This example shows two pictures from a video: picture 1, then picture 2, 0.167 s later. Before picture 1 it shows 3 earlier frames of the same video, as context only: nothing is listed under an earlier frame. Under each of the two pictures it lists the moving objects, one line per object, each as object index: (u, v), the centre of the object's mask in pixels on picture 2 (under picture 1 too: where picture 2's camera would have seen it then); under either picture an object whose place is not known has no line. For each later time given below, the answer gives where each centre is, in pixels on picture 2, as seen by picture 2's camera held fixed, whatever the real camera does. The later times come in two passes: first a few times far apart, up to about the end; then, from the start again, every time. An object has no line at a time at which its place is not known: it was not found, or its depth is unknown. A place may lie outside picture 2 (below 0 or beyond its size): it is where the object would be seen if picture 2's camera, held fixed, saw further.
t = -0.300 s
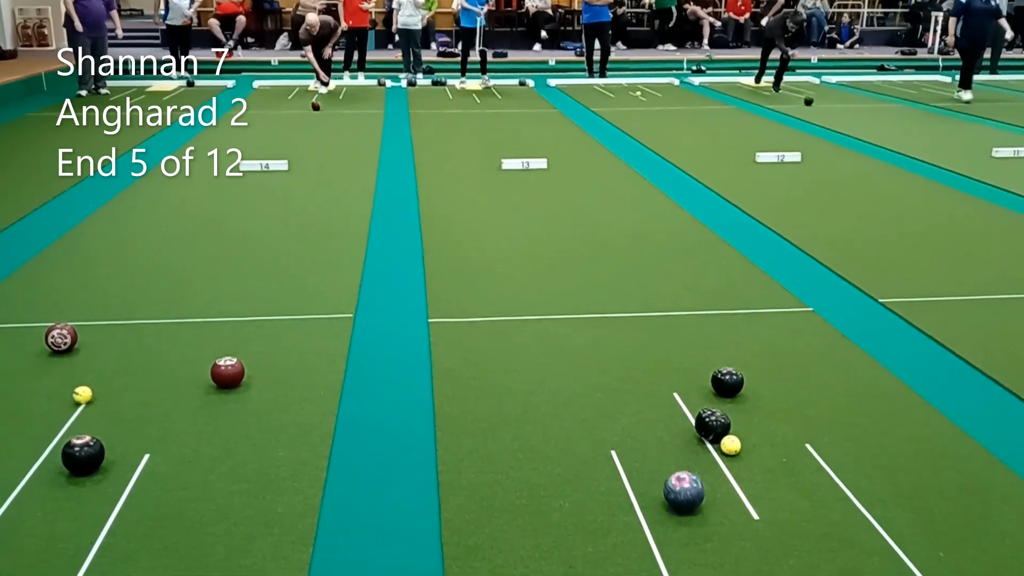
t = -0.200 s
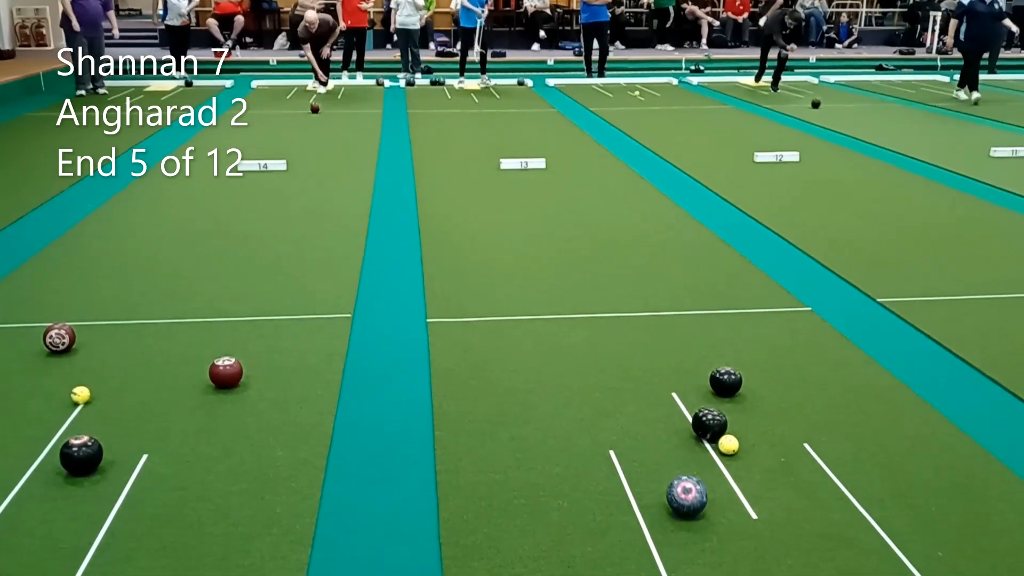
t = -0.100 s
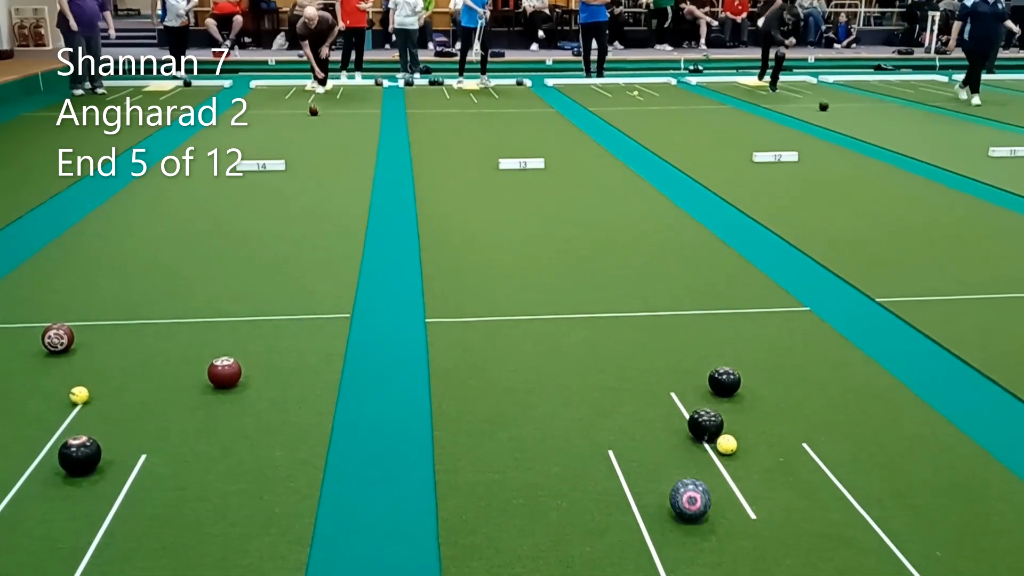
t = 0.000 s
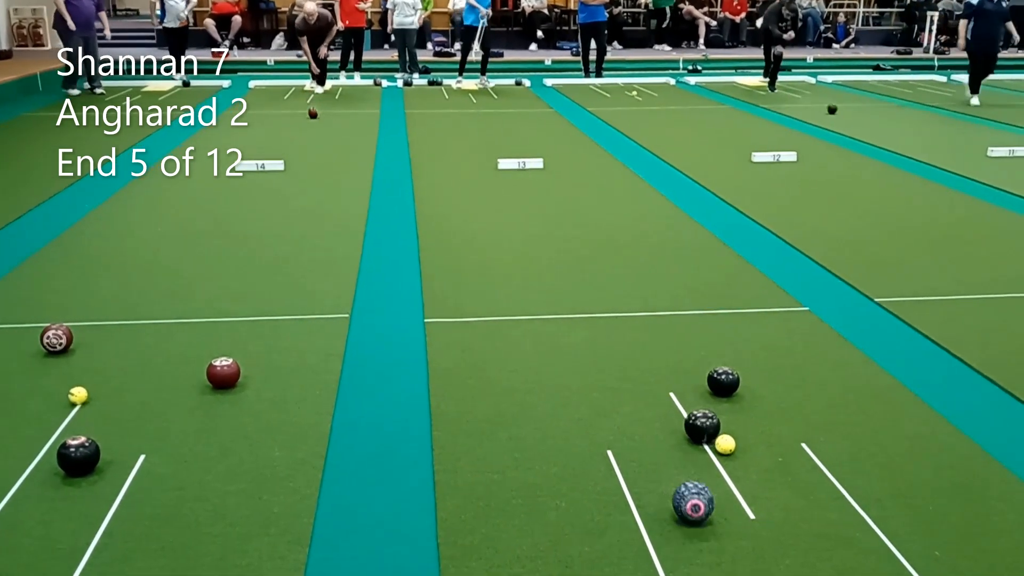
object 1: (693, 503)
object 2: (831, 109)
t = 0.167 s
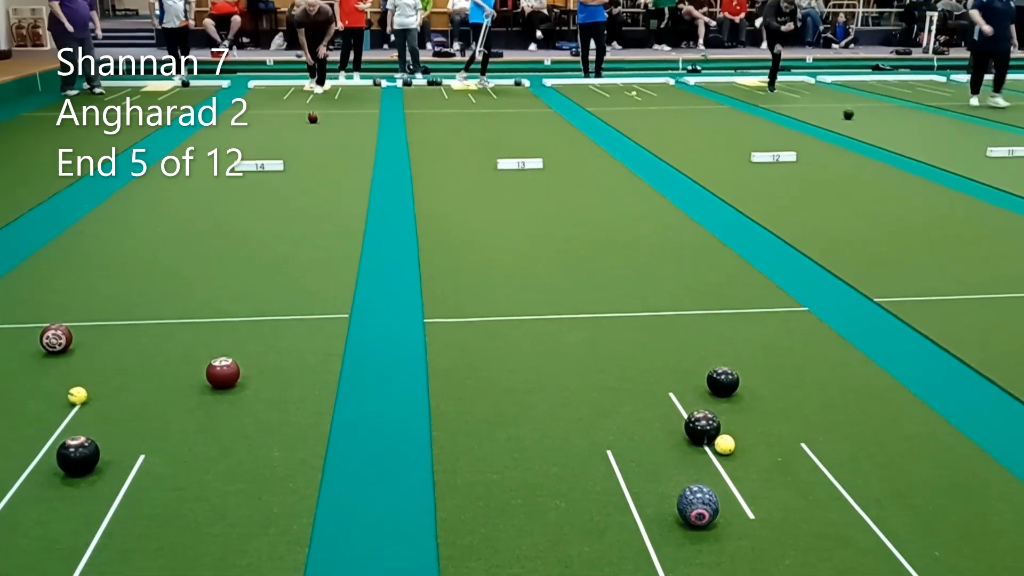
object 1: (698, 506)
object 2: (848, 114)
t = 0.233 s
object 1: (700, 508)
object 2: (855, 117)
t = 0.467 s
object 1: (703, 509)
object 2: (882, 124)
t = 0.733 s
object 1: (703, 510)
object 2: (915, 134)
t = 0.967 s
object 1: (703, 512)
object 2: (948, 144)
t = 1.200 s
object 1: (702, 517)
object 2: (983, 154)
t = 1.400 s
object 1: (703, 527)
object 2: (1018, 164)
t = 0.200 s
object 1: (699, 507)
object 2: (852, 116)
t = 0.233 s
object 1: (700, 508)
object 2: (855, 117)
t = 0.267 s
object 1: (700, 508)
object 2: (859, 118)
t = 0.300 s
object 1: (701, 508)
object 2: (862, 119)
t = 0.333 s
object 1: (702, 508)
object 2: (866, 120)
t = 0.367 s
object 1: (702, 509)
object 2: (870, 121)
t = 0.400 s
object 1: (702, 509)
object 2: (874, 122)
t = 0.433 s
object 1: (703, 509)
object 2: (878, 124)
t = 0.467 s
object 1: (703, 509)
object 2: (882, 124)
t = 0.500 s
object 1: (703, 509)
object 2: (885, 126)
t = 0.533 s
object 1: (703, 509)
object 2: (889, 127)
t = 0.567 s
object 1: (703, 509)
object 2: (894, 128)
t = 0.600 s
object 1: (703, 509)
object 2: (898, 129)
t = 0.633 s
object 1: (703, 509)
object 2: (902, 130)
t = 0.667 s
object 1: (703, 510)
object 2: (906, 132)
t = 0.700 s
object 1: (703, 509)
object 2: (910, 133)
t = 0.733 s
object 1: (703, 510)
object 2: (915, 134)
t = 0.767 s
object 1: (703, 510)
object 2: (919, 136)
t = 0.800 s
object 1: (703, 510)
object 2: (924, 137)
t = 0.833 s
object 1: (703, 510)
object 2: (928, 138)
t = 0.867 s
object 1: (703, 510)
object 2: (933, 140)
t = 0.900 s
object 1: (703, 511)
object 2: (938, 141)
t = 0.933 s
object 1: (702, 511)
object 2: (943, 142)
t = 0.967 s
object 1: (703, 512)
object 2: (948, 144)
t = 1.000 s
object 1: (702, 513)
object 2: (953, 145)
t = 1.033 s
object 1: (703, 512)
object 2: (958, 146)
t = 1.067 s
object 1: (702, 514)
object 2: (963, 148)
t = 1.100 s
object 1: (702, 513)
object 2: (968, 150)
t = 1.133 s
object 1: (702, 514)
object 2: (973, 151)
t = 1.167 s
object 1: (702, 516)
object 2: (978, 152)
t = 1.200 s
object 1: (702, 517)
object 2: (983, 154)
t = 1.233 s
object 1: (702, 520)
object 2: (989, 155)
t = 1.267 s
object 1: (702, 521)
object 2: (994, 157)
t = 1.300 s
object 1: (702, 523)
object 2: (1000, 159)
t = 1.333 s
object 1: (702, 524)
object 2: (1006, 160)
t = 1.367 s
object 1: (703, 526)
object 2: (1012, 162)
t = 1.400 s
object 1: (703, 527)
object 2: (1018, 164)
